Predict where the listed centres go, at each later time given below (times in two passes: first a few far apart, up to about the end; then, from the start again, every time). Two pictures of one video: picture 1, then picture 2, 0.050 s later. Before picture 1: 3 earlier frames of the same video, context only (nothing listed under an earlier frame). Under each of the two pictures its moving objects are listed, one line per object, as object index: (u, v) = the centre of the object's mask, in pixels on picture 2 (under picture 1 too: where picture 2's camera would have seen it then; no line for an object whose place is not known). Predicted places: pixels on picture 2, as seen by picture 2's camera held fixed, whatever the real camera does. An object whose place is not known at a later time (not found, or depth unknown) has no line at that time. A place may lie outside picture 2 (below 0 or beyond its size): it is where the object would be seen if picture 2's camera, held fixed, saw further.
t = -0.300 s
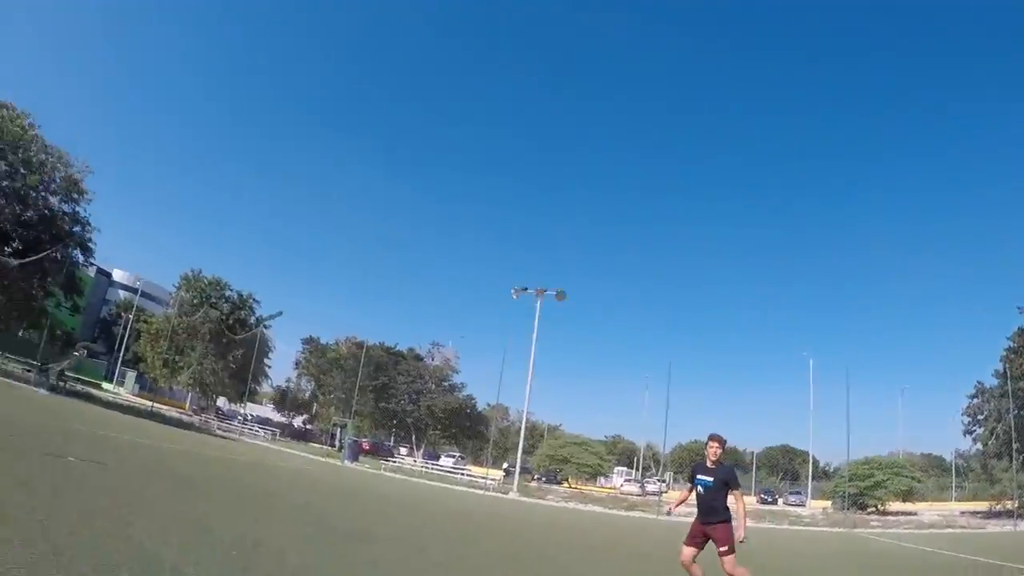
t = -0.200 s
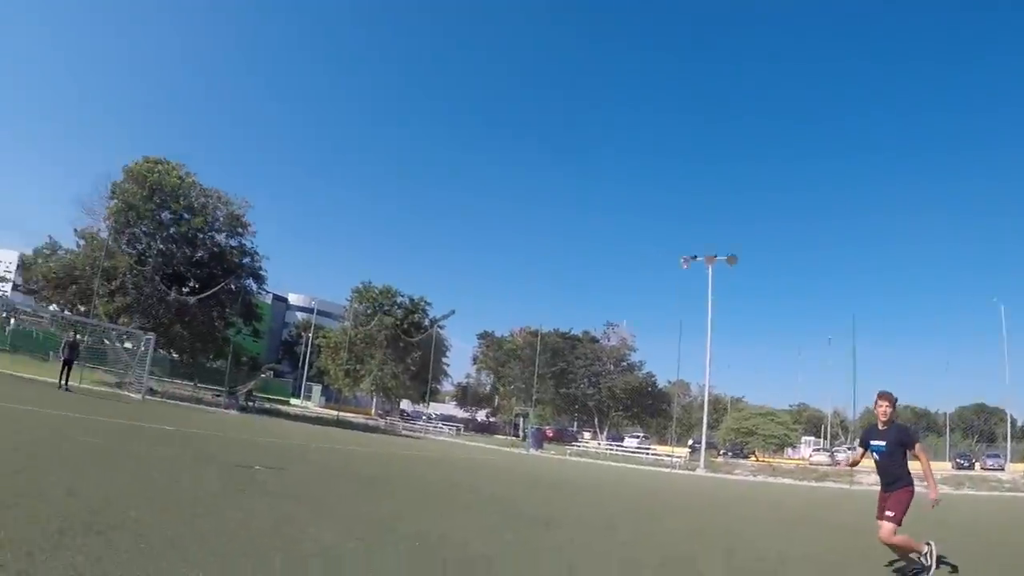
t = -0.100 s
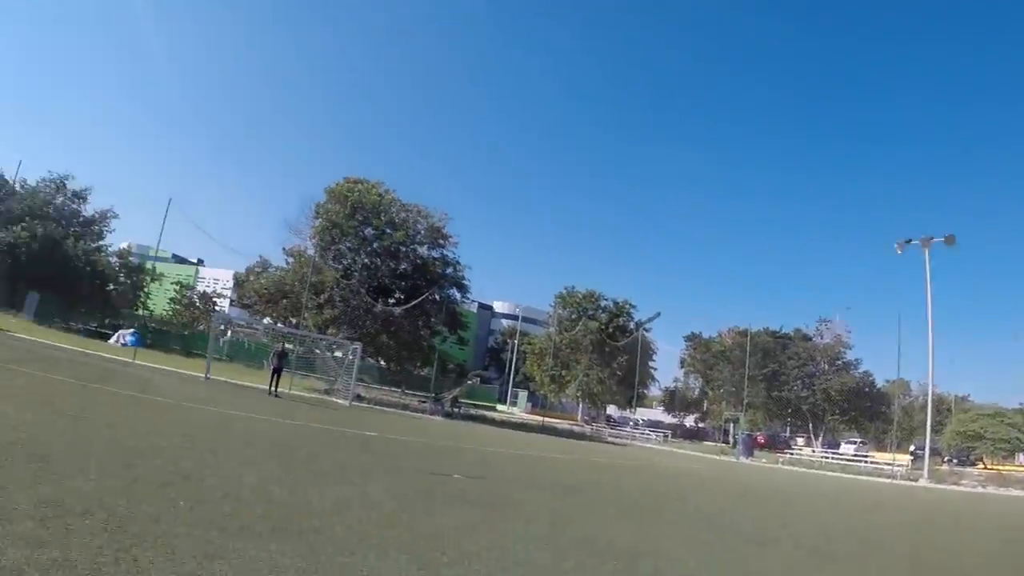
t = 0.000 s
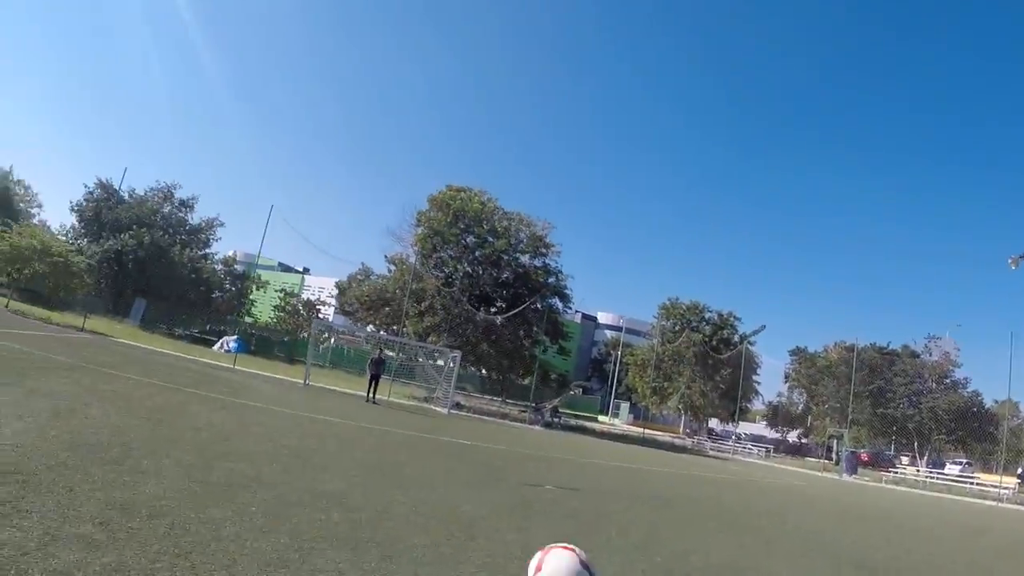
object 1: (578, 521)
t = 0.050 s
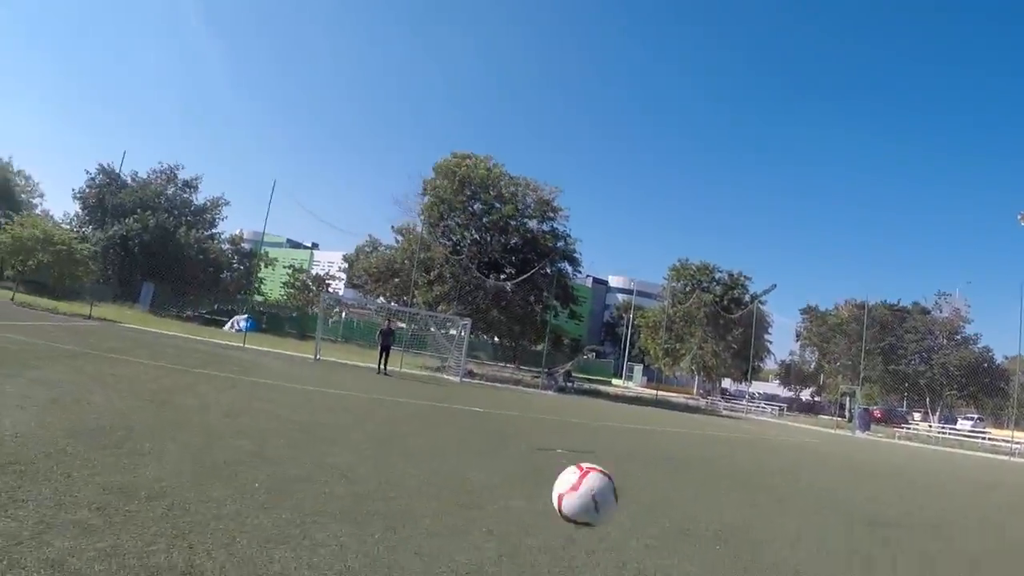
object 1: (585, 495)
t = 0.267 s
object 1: (603, 420)
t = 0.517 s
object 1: (640, 477)
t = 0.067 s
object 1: (587, 483)
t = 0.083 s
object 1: (589, 473)
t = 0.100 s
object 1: (591, 465)
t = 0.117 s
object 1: (593, 458)
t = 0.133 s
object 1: (595, 452)
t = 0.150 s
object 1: (597, 446)
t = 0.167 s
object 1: (598, 441)
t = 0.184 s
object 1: (599, 437)
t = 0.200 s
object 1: (600, 433)
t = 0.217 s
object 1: (601, 430)
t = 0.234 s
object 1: (601, 426)
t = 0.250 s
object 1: (602, 422)
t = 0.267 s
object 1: (603, 420)
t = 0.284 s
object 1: (605, 417)
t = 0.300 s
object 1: (606, 414)
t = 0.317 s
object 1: (608, 411)
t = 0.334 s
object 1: (610, 409)
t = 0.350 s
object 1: (612, 408)
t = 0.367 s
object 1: (614, 407)
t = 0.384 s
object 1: (617, 406)
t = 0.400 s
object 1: (619, 408)
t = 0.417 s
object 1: (621, 414)
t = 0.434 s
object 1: (624, 423)
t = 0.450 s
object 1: (625, 433)
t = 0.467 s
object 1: (629, 444)
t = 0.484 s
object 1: (633, 455)
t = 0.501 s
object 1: (637, 466)
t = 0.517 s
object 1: (640, 477)
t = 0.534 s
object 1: (643, 490)
